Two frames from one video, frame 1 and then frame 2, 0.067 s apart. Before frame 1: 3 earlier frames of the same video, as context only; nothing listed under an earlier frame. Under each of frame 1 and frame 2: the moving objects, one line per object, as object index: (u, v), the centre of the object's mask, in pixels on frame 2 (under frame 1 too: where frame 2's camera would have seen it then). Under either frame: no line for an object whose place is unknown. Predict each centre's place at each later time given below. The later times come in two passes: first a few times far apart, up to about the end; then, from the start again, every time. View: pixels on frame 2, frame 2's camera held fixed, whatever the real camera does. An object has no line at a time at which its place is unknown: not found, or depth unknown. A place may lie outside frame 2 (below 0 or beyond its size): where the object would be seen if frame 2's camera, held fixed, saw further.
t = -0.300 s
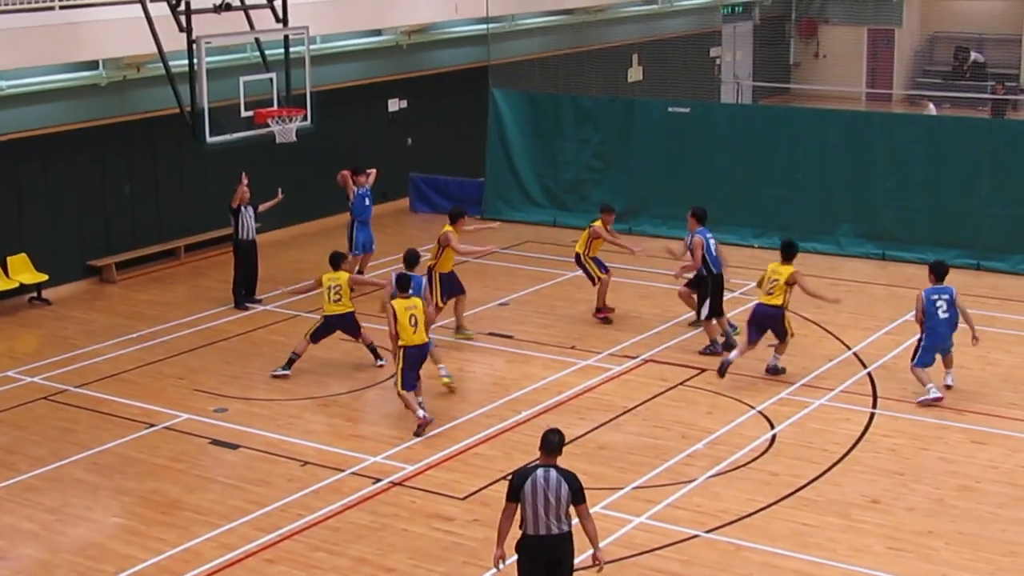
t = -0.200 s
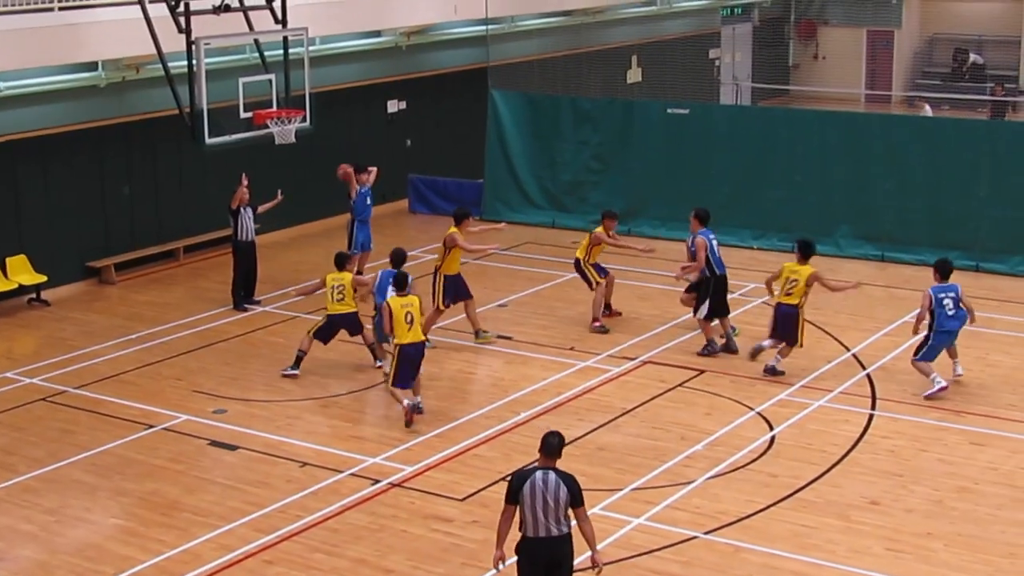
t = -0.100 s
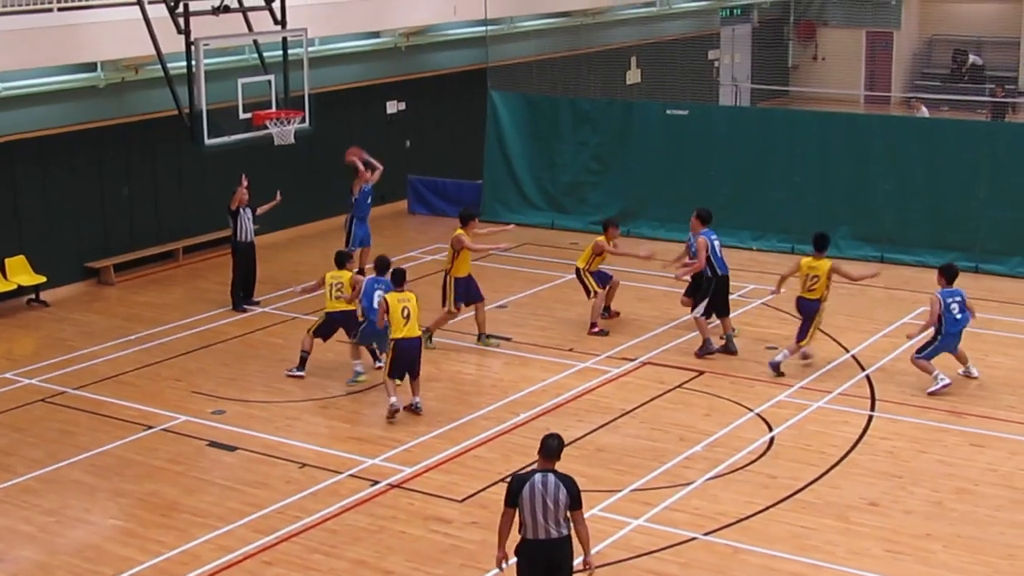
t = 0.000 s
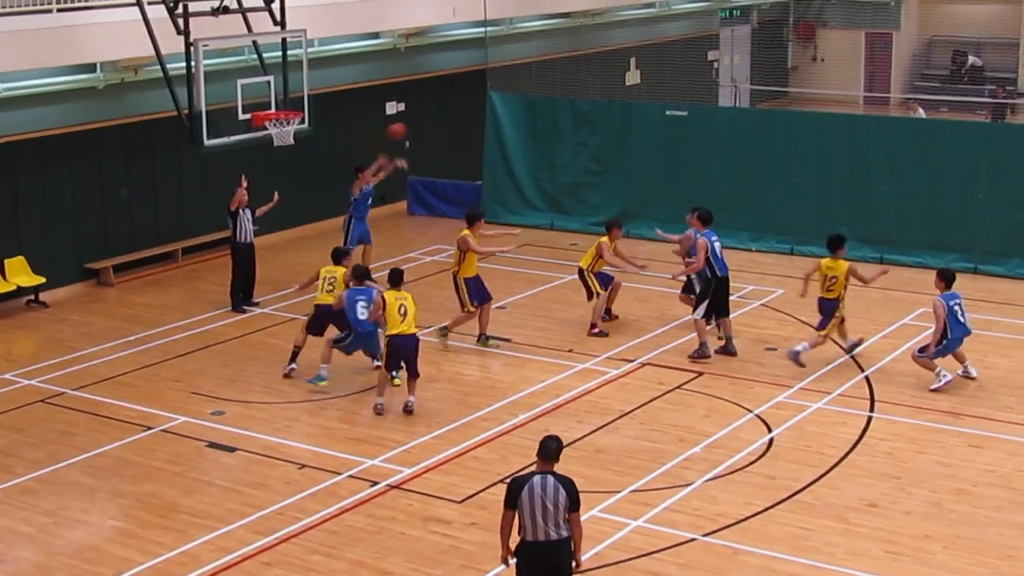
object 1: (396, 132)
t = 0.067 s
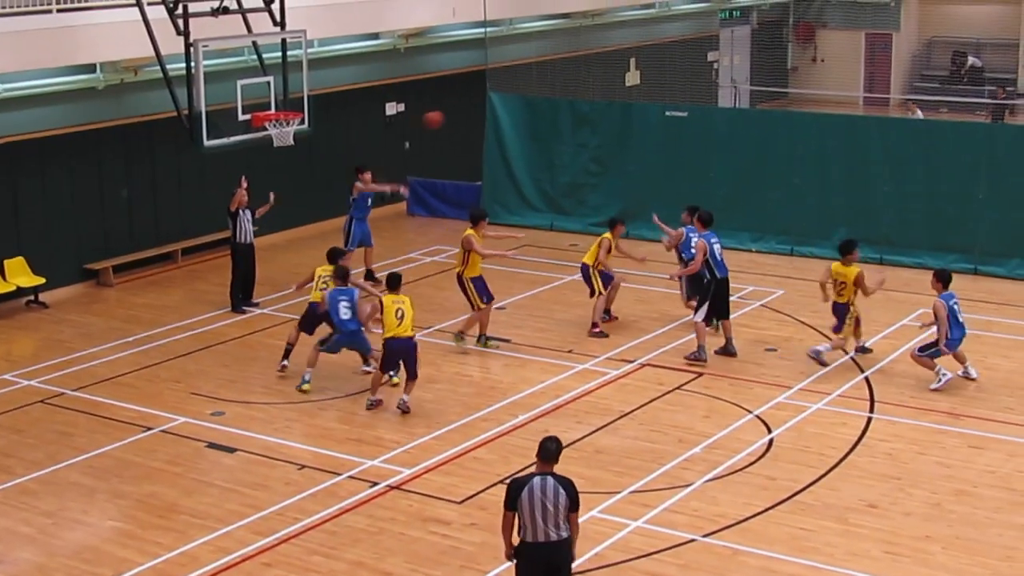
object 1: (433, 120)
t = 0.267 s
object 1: (552, 99)
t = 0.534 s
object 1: (719, 115)
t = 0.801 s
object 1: (898, 188)
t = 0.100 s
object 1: (452, 114)
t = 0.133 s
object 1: (471, 110)
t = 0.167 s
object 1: (490, 106)
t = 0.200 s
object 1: (511, 103)
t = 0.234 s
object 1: (531, 100)
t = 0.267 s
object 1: (552, 99)
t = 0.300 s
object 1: (571, 98)
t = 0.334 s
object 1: (592, 98)
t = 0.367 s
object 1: (613, 99)
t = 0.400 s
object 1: (634, 101)
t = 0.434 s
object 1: (654, 103)
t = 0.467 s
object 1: (676, 106)
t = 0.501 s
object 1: (697, 110)
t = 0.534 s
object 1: (719, 115)
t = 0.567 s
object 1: (741, 121)
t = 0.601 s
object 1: (762, 128)
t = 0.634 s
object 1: (784, 135)
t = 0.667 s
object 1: (807, 145)
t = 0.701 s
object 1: (831, 154)
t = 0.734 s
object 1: (852, 164)
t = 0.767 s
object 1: (876, 176)
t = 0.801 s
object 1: (898, 188)
